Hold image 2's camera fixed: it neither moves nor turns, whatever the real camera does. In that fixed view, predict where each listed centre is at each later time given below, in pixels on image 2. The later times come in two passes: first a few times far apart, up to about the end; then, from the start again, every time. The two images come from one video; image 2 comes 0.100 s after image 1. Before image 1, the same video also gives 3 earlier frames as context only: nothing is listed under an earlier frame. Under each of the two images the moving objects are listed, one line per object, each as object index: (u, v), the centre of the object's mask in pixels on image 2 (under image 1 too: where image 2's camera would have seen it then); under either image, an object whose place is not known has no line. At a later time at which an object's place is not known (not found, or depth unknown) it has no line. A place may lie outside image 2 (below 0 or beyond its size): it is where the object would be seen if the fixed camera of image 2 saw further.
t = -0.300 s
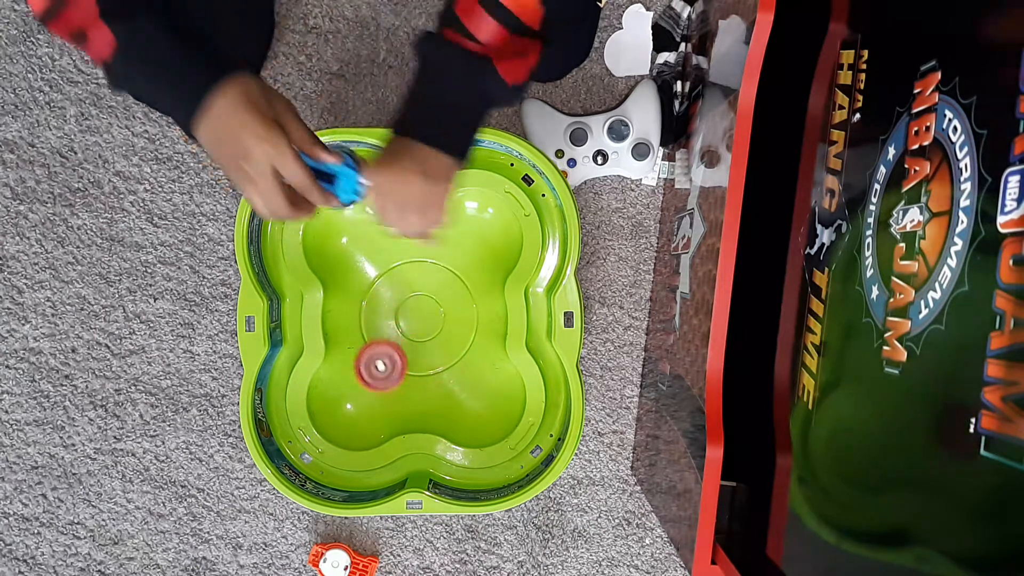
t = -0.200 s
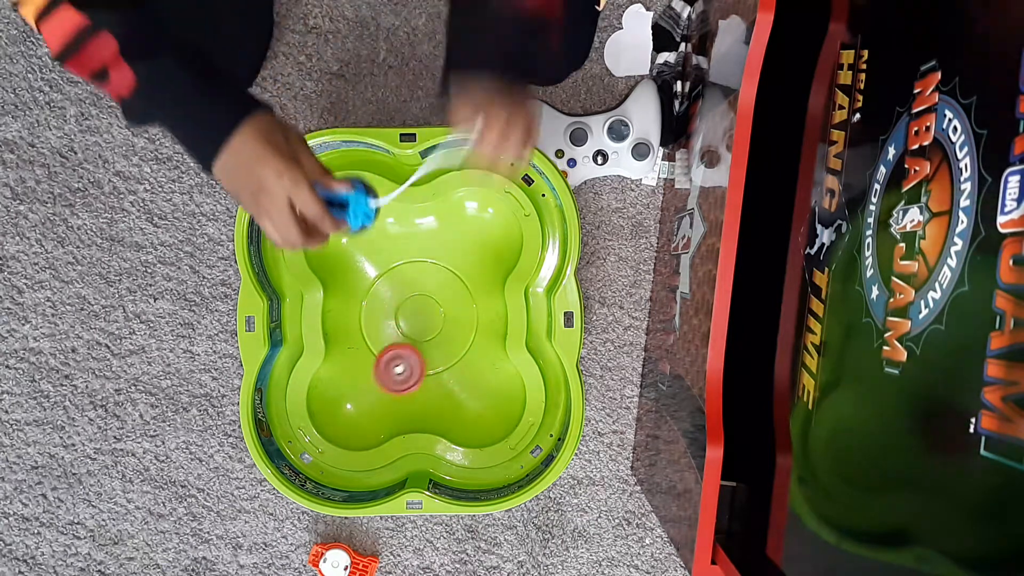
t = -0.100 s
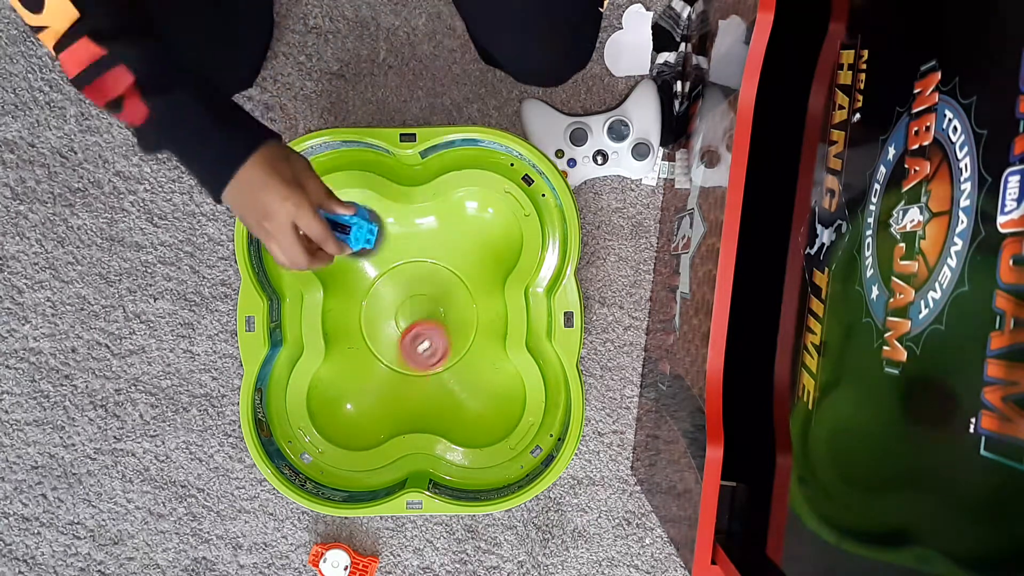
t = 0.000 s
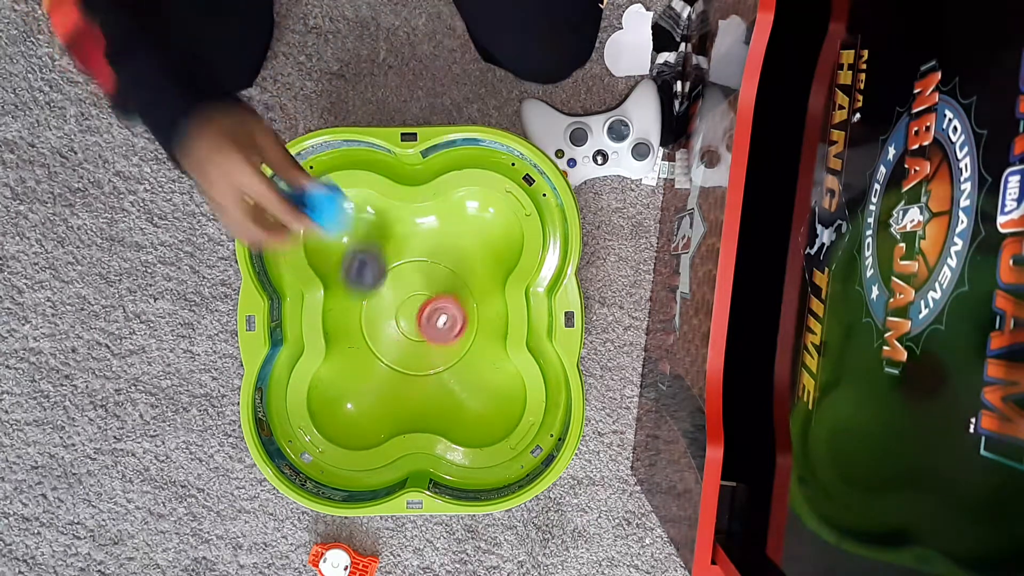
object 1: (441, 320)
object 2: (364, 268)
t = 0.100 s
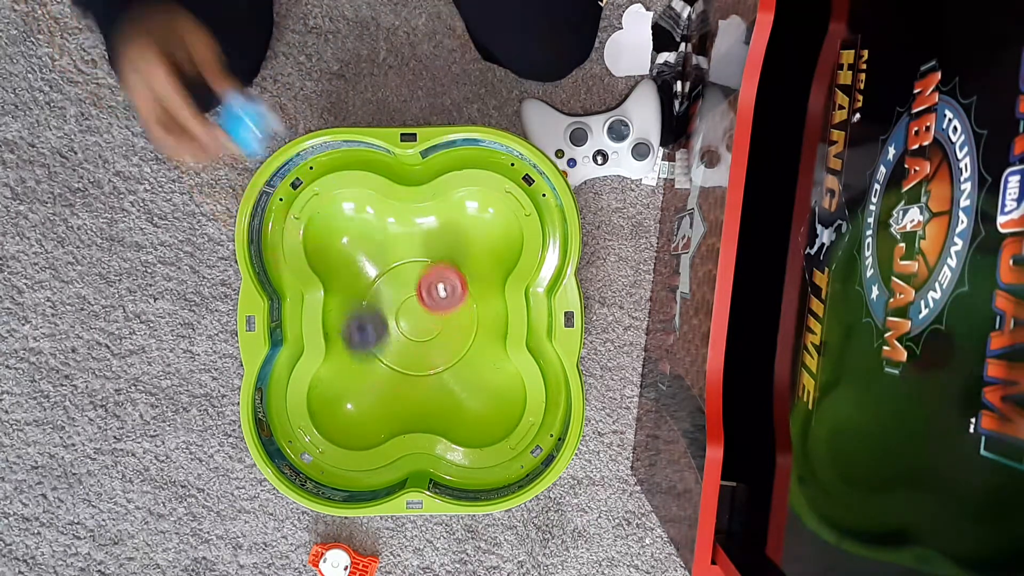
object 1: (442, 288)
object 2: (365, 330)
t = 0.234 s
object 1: (421, 266)
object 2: (395, 420)
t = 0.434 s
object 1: (374, 267)
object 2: (438, 379)
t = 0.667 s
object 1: (394, 317)
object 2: (430, 263)
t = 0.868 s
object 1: (439, 335)
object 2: (350, 253)
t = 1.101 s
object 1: (444, 290)
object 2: (370, 256)
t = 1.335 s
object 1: (441, 324)
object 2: (368, 229)
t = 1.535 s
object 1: (430, 358)
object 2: (338, 253)
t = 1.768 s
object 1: (460, 399)
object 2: (419, 265)
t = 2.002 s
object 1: (463, 370)
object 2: (458, 306)
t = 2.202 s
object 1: (417, 373)
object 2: (445, 268)
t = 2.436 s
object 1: (391, 349)
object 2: (448, 288)
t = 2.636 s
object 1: (366, 355)
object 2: (441, 314)
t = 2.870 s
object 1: (376, 370)
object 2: (430, 344)
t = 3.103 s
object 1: (350, 381)
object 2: (479, 366)
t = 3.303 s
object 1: (365, 400)
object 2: (438, 374)
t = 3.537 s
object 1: (365, 375)
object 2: (452, 364)
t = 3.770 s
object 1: (374, 378)
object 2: (427, 363)
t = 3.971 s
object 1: (392, 366)
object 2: (447, 330)
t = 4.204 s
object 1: (424, 333)
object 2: (400, 255)
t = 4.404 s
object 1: (426, 301)
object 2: (341, 232)
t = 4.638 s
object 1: (429, 314)
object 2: (362, 265)
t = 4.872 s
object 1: (463, 392)
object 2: (353, 218)
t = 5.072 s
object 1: (484, 420)
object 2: (361, 254)
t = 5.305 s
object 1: (441, 352)
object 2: (413, 302)
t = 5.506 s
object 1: (426, 389)
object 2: (412, 265)
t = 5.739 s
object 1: (425, 355)
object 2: (389, 280)
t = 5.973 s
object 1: (445, 308)
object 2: (375, 313)
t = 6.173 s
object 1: (454, 281)
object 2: (398, 336)
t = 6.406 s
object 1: (442, 268)
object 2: (440, 323)
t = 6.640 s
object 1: (427, 276)
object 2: (434, 332)
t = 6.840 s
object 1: (436, 284)
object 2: (407, 367)
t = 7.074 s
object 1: (421, 307)
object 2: (381, 347)
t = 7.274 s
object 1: (425, 317)
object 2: (387, 349)
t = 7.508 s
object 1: (434, 316)
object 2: (396, 362)
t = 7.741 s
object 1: (435, 321)
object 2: (389, 349)
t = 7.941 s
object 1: (440, 317)
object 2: (396, 337)
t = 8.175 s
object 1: (442, 316)
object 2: (392, 323)
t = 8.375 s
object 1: (442, 316)
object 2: (393, 322)
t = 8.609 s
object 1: (442, 316)
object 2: (393, 322)
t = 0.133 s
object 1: (439, 279)
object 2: (373, 353)
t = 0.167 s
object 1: (434, 272)
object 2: (381, 380)
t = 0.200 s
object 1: (428, 268)
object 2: (389, 404)
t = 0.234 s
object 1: (421, 266)
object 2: (395, 420)
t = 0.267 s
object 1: (414, 266)
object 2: (399, 426)
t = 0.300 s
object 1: (407, 264)
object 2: (405, 426)
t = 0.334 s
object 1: (400, 264)
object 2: (412, 424)
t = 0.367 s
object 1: (391, 264)
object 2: (420, 413)
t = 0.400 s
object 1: (381, 265)
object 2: (429, 398)
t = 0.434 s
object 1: (374, 267)
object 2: (438, 379)
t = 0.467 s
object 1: (371, 270)
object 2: (448, 358)
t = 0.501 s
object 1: (371, 275)
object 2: (455, 340)
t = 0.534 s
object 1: (373, 283)
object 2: (457, 322)
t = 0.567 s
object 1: (379, 291)
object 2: (456, 306)
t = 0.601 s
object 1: (383, 299)
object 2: (450, 289)
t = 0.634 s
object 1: (388, 308)
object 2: (442, 275)
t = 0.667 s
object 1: (394, 317)
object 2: (430, 263)
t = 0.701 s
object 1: (400, 326)
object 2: (419, 256)
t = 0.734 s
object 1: (406, 332)
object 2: (408, 250)
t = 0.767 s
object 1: (415, 336)
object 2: (395, 247)
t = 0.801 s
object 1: (425, 337)
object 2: (382, 246)
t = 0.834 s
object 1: (433, 337)
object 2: (365, 249)
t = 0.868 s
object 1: (439, 335)
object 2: (350, 253)
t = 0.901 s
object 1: (445, 330)
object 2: (338, 258)
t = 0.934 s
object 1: (448, 325)
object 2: (332, 261)
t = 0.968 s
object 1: (450, 318)
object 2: (332, 262)
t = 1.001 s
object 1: (451, 311)
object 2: (335, 263)
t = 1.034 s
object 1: (449, 303)
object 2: (343, 261)
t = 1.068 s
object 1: (447, 296)
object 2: (357, 257)
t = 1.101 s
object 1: (444, 290)
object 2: (370, 256)
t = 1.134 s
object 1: (440, 285)
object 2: (384, 255)
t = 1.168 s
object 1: (438, 288)
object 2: (393, 250)
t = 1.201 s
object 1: (442, 299)
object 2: (392, 242)
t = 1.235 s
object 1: (444, 307)
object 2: (390, 234)
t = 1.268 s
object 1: (443, 315)
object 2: (385, 230)
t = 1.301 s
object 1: (442, 320)
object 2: (377, 229)
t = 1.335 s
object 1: (441, 324)
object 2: (368, 229)
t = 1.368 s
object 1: (440, 328)
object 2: (358, 230)
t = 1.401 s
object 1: (438, 333)
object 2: (347, 233)
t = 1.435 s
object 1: (436, 339)
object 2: (338, 237)
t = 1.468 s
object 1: (434, 345)
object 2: (331, 243)
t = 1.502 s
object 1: (432, 351)
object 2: (332, 249)
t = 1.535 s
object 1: (430, 358)
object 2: (338, 253)
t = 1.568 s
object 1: (431, 365)
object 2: (351, 256)
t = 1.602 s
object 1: (432, 372)
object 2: (364, 257)
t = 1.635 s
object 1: (436, 378)
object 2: (377, 256)
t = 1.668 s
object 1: (440, 385)
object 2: (391, 257)
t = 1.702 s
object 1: (446, 391)
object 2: (402, 258)
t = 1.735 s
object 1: (453, 395)
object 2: (411, 261)
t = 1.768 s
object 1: (460, 399)
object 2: (419, 265)
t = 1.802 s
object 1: (467, 401)
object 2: (427, 269)
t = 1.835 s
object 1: (472, 401)
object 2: (434, 275)
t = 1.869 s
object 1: (474, 398)
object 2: (441, 282)
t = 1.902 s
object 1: (474, 393)
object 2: (447, 289)
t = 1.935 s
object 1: (472, 387)
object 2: (453, 295)
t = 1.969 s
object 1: (468, 379)
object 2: (456, 300)
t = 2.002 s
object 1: (463, 370)
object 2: (458, 306)
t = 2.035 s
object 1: (456, 364)
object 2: (458, 307)
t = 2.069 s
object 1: (445, 367)
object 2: (456, 299)
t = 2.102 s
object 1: (436, 369)
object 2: (455, 290)
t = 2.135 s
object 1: (428, 370)
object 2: (452, 283)
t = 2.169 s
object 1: (422, 373)
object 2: (448, 275)
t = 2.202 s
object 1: (417, 373)
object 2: (445, 268)
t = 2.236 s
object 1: (414, 373)
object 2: (442, 264)
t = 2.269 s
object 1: (412, 371)
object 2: (441, 263)
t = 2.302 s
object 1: (408, 368)
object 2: (441, 264)
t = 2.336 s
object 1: (405, 364)
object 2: (443, 268)
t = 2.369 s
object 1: (401, 359)
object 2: (444, 275)
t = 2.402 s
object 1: (397, 354)
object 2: (446, 282)
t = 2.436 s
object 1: (391, 349)
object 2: (448, 288)
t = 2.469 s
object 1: (384, 346)
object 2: (448, 294)
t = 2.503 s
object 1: (378, 346)
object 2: (448, 298)
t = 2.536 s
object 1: (373, 346)
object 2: (447, 302)
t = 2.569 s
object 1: (369, 347)
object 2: (445, 306)
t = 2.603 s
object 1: (367, 350)
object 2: (443, 309)
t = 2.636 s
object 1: (366, 355)
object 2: (441, 314)
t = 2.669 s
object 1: (366, 359)
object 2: (439, 318)
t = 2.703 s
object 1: (368, 364)
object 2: (437, 323)
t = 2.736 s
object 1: (370, 368)
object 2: (434, 327)
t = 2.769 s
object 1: (373, 371)
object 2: (432, 332)
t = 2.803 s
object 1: (376, 371)
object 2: (428, 337)
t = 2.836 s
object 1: (376, 371)
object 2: (427, 341)
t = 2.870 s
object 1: (376, 370)
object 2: (430, 344)
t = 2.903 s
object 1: (377, 370)
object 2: (432, 347)
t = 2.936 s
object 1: (378, 368)
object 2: (433, 351)
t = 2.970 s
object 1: (371, 367)
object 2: (447, 358)
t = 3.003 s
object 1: (362, 367)
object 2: (462, 361)
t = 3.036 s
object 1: (357, 370)
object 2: (472, 363)
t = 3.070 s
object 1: (353, 375)
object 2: (478, 365)
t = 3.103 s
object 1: (350, 381)
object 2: (479, 366)
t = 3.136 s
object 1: (349, 389)
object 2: (477, 368)
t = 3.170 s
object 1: (349, 396)
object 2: (471, 368)
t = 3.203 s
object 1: (351, 401)
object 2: (463, 369)
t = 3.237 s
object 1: (354, 402)
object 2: (454, 370)
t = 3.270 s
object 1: (358, 402)
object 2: (446, 372)
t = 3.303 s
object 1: (365, 400)
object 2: (438, 374)
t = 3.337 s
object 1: (373, 396)
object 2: (430, 375)
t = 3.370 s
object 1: (376, 390)
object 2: (431, 373)
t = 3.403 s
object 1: (373, 385)
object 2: (437, 371)
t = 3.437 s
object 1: (370, 380)
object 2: (443, 369)
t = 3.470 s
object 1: (367, 377)
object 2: (448, 367)
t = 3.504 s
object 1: (366, 376)
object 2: (452, 365)
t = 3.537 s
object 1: (365, 375)
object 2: (452, 364)
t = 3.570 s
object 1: (365, 376)
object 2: (449, 363)
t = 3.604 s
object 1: (364, 377)
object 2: (445, 362)
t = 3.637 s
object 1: (364, 378)
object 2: (440, 362)
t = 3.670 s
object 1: (365, 380)
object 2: (435, 363)
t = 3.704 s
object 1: (368, 380)
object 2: (431, 363)
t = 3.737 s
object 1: (372, 379)
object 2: (427, 363)
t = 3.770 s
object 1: (374, 378)
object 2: (427, 363)
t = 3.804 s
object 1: (374, 377)
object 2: (433, 362)
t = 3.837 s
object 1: (376, 375)
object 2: (439, 360)
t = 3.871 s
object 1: (378, 373)
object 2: (444, 355)
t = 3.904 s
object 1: (381, 372)
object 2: (448, 348)
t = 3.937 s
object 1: (386, 369)
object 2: (448, 340)
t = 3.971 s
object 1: (392, 366)
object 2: (447, 330)
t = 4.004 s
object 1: (397, 360)
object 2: (443, 318)
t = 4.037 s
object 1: (403, 355)
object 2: (437, 307)
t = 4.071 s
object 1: (410, 349)
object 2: (429, 297)
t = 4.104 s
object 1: (415, 345)
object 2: (424, 287)
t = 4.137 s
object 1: (417, 342)
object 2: (416, 274)
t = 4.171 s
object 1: (421, 338)
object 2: (408, 263)
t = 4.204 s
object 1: (424, 333)
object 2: (400, 255)
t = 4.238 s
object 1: (427, 329)
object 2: (391, 248)
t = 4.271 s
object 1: (429, 323)
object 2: (381, 242)
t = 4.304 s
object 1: (430, 317)
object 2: (370, 238)
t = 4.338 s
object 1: (429, 312)
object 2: (360, 234)
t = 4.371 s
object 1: (428, 306)
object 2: (350, 231)
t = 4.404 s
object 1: (426, 301)
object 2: (341, 232)
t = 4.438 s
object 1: (424, 297)
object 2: (335, 236)
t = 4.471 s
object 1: (423, 296)
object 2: (332, 244)
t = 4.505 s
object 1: (420, 294)
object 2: (336, 252)
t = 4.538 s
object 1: (417, 293)
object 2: (345, 259)
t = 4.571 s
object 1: (415, 293)
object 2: (357, 267)
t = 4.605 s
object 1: (417, 298)
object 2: (364, 270)
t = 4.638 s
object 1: (429, 314)
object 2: (362, 265)
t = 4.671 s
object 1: (441, 330)
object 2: (360, 259)
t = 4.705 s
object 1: (449, 342)
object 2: (359, 252)
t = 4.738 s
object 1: (455, 352)
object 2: (360, 243)
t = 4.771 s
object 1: (459, 361)
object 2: (359, 235)
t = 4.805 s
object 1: (461, 370)
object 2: (358, 226)
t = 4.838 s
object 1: (462, 381)
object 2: (356, 221)
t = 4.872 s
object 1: (463, 392)
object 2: (353, 218)
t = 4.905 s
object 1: (463, 405)
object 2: (351, 218)
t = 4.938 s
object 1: (465, 418)
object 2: (350, 223)
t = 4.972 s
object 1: (469, 425)
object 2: (350, 230)
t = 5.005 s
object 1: (475, 428)
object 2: (352, 239)
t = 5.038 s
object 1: (479, 425)
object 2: (356, 247)
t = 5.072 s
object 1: (484, 420)
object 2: (361, 254)
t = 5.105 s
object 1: (487, 407)
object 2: (366, 261)
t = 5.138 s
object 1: (485, 397)
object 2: (374, 268)
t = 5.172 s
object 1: (479, 385)
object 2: (383, 274)
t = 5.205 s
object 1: (471, 377)
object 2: (392, 281)
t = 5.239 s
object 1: (460, 369)
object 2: (400, 287)
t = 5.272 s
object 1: (449, 360)
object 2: (406, 294)
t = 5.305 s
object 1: (441, 352)
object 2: (413, 302)
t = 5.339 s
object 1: (435, 359)
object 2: (417, 299)
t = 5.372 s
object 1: (432, 373)
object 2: (416, 288)
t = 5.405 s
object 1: (429, 383)
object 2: (414, 281)
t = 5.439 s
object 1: (427, 387)
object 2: (414, 274)
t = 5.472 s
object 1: (426, 390)
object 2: (413, 269)
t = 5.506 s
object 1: (426, 389)
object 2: (412, 265)
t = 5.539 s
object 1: (426, 389)
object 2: (411, 264)
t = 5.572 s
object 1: (425, 386)
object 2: (408, 265)
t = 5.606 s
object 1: (425, 383)
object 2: (405, 266)
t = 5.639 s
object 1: (424, 377)
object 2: (401, 267)
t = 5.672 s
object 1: (424, 371)
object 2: (398, 271)
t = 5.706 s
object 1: (424, 364)
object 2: (394, 274)
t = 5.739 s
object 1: (425, 355)
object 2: (389, 280)
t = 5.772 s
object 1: (426, 346)
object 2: (388, 286)
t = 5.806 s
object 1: (428, 337)
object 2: (387, 294)
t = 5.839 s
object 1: (430, 329)
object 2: (386, 300)
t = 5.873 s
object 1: (434, 324)
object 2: (383, 302)
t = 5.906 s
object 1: (438, 319)
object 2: (380, 306)
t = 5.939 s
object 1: (442, 314)
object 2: (378, 309)
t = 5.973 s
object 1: (445, 308)
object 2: (375, 313)
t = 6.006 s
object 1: (448, 304)
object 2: (375, 317)
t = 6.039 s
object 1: (451, 298)
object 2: (375, 322)
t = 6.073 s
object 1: (453, 294)
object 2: (378, 328)
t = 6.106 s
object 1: (454, 289)
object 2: (384, 333)
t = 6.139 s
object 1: (454, 285)
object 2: (390, 336)
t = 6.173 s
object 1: (454, 281)
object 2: (398, 336)
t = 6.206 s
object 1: (454, 277)
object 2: (405, 337)
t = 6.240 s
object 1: (453, 275)
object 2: (412, 335)
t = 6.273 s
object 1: (452, 273)
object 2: (418, 333)
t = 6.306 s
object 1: (452, 271)
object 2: (426, 331)
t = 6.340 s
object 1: (449, 271)
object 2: (431, 328)
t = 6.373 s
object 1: (445, 270)
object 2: (436, 325)
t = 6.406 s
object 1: (442, 268)
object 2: (440, 323)
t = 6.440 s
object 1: (440, 265)
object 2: (441, 323)
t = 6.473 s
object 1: (438, 265)
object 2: (442, 324)
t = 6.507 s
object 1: (435, 267)
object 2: (442, 325)
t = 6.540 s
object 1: (432, 269)
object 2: (442, 326)
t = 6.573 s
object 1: (431, 271)
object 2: (441, 328)
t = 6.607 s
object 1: (429, 275)
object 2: (439, 328)
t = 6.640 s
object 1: (427, 276)
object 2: (434, 332)
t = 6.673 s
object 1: (429, 273)
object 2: (429, 341)
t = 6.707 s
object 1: (432, 273)
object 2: (424, 351)
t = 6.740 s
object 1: (434, 275)
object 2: (419, 359)
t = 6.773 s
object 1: (434, 279)
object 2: (415, 363)
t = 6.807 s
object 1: (435, 281)
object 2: (411, 366)
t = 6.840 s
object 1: (436, 284)
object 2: (407, 367)
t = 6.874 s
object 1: (437, 286)
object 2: (403, 366)
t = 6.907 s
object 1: (437, 288)
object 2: (397, 364)
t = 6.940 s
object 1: (437, 292)
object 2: (393, 358)
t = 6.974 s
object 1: (436, 296)
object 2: (391, 353)
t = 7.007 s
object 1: (432, 301)
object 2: (387, 350)
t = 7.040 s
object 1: (426, 304)
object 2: (384, 349)
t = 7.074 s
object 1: (421, 307)
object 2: (381, 347)
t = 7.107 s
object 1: (422, 308)
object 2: (378, 347)
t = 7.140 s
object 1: (429, 312)
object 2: (373, 350)
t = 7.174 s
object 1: (429, 315)
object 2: (374, 350)
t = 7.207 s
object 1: (428, 317)
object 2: (378, 350)
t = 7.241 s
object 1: (425, 318)
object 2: (385, 349)
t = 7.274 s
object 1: (425, 317)
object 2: (387, 349)
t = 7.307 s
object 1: (435, 315)
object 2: (386, 350)
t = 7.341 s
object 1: (440, 315)
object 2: (386, 351)
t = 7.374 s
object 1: (442, 315)
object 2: (390, 351)
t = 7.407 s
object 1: (441, 316)
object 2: (393, 352)
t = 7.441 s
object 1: (438, 316)
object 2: (397, 355)
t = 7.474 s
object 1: (434, 317)
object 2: (400, 357)
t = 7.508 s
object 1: (434, 316)
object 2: (396, 362)
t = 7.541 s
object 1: (436, 314)
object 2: (393, 364)
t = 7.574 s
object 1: (438, 315)
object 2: (390, 363)
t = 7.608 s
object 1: (438, 317)
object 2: (388, 360)
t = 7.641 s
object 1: (438, 318)
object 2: (388, 355)
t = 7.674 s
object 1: (437, 319)
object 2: (388, 352)
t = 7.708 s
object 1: (436, 320)
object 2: (390, 349)
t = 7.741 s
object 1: (435, 321)
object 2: (389, 349)
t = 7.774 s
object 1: (434, 322)
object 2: (389, 348)
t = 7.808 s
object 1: (433, 322)
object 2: (390, 344)
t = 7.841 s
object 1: (434, 322)
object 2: (393, 344)
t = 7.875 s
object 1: (437, 321)
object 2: (394, 341)
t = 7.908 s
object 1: (440, 319)
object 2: (394, 340)
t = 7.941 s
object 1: (440, 317)
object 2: (396, 337)
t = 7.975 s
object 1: (441, 315)
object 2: (395, 333)
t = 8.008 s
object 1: (440, 314)
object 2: (393, 330)
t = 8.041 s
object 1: (437, 313)
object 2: (392, 327)
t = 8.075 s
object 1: (440, 314)
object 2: (391, 325)
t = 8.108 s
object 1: (441, 315)
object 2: (390, 324)
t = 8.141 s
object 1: (441, 316)
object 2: (392, 323)
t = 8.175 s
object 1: (442, 316)
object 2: (392, 323)
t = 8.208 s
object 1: (442, 317)
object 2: (393, 323)
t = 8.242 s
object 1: (442, 317)
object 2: (393, 322)
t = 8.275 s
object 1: (442, 317)
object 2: (393, 322)
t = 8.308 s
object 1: (442, 317)
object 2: (393, 322)
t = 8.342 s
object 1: (442, 317)
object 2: (393, 322)
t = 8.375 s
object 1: (442, 316)
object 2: (393, 322)
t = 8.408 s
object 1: (442, 316)
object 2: (393, 322)
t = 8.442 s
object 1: (442, 316)
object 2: (393, 322)
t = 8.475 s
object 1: (442, 317)
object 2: (393, 322)
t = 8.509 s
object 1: (442, 317)
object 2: (393, 322)
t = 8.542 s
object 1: (442, 317)
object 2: (393, 322)
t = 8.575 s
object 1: (442, 317)
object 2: (393, 322)
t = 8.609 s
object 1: (442, 316)
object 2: (393, 322)
